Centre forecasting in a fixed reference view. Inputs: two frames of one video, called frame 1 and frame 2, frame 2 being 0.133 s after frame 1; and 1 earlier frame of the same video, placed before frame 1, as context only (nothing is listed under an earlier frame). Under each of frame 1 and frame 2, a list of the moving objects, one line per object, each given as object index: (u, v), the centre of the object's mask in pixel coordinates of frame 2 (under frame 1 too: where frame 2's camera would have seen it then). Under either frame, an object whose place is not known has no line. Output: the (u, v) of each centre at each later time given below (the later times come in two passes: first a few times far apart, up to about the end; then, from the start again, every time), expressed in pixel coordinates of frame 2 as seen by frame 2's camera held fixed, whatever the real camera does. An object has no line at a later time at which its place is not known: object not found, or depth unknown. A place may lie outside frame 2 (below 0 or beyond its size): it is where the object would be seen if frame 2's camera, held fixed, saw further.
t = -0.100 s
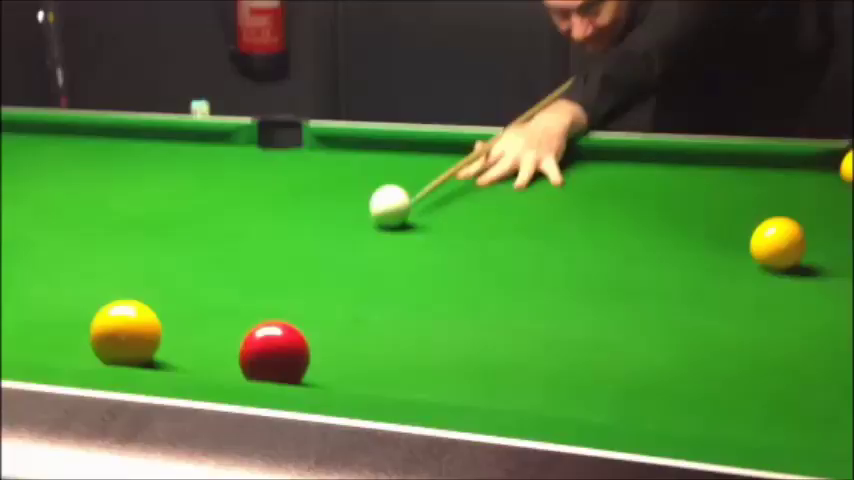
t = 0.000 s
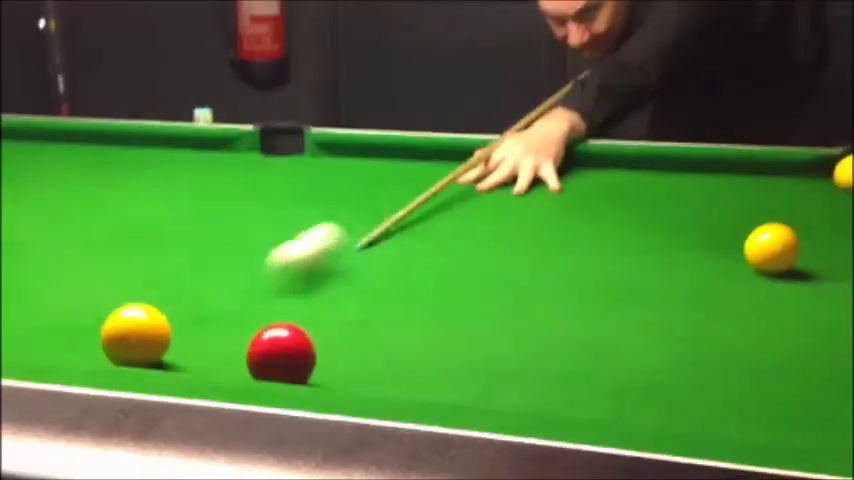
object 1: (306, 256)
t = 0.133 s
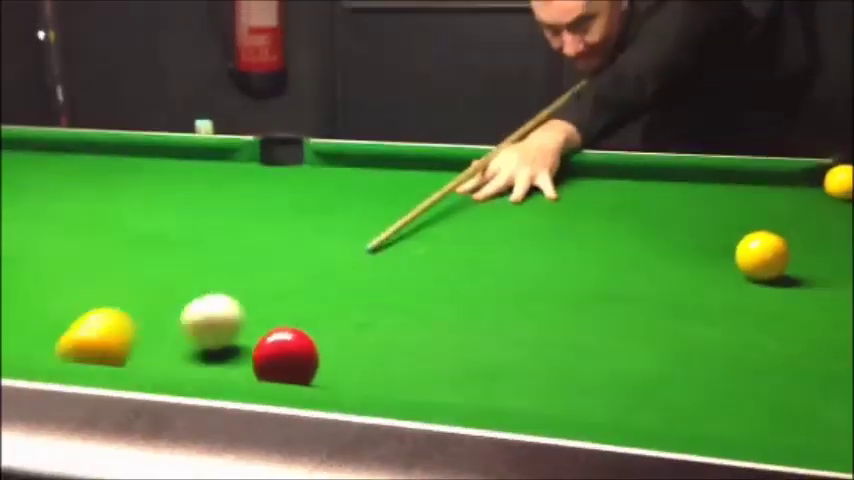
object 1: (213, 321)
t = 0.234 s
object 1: (256, 311)
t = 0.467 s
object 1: (349, 291)
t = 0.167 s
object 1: (226, 318)
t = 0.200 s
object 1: (241, 315)
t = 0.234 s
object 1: (256, 311)
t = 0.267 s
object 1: (271, 306)
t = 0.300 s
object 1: (286, 302)
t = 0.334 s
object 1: (300, 301)
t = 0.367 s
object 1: (312, 299)
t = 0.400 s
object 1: (325, 296)
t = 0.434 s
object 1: (337, 294)
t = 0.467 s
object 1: (349, 291)
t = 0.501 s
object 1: (360, 289)
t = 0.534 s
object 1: (371, 287)
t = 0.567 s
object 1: (382, 285)
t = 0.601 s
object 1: (393, 283)
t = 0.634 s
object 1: (403, 282)
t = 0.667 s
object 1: (413, 280)
